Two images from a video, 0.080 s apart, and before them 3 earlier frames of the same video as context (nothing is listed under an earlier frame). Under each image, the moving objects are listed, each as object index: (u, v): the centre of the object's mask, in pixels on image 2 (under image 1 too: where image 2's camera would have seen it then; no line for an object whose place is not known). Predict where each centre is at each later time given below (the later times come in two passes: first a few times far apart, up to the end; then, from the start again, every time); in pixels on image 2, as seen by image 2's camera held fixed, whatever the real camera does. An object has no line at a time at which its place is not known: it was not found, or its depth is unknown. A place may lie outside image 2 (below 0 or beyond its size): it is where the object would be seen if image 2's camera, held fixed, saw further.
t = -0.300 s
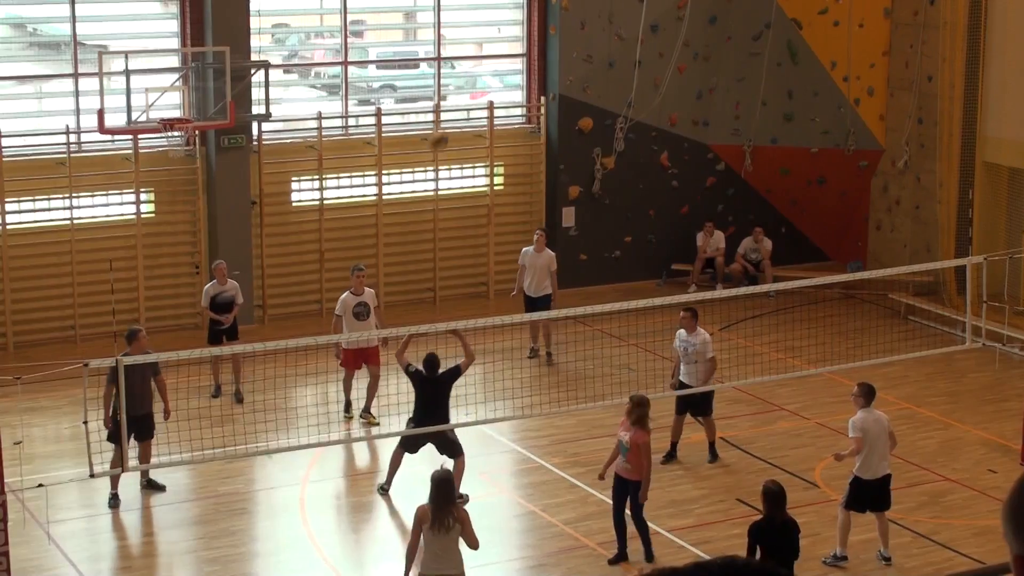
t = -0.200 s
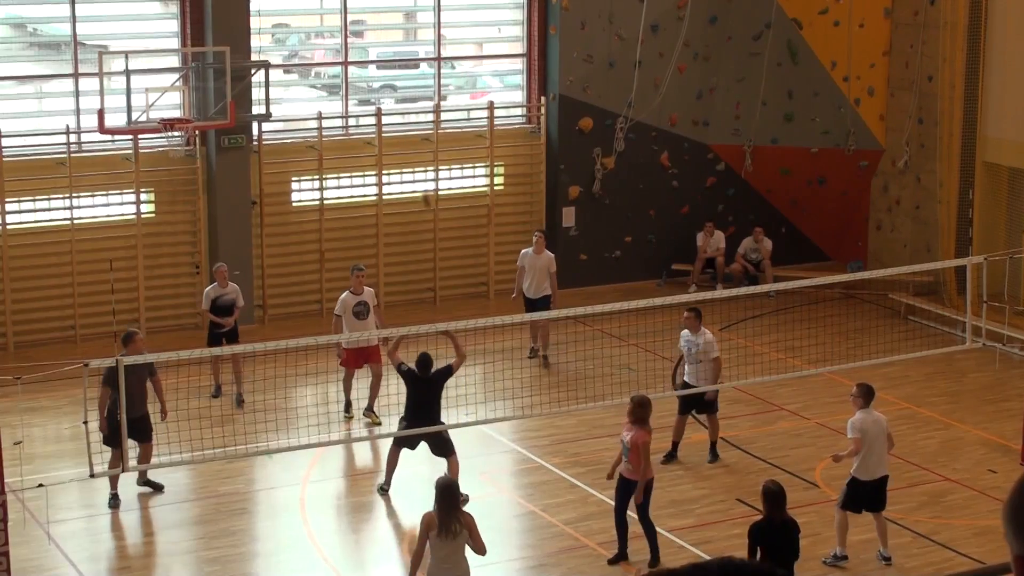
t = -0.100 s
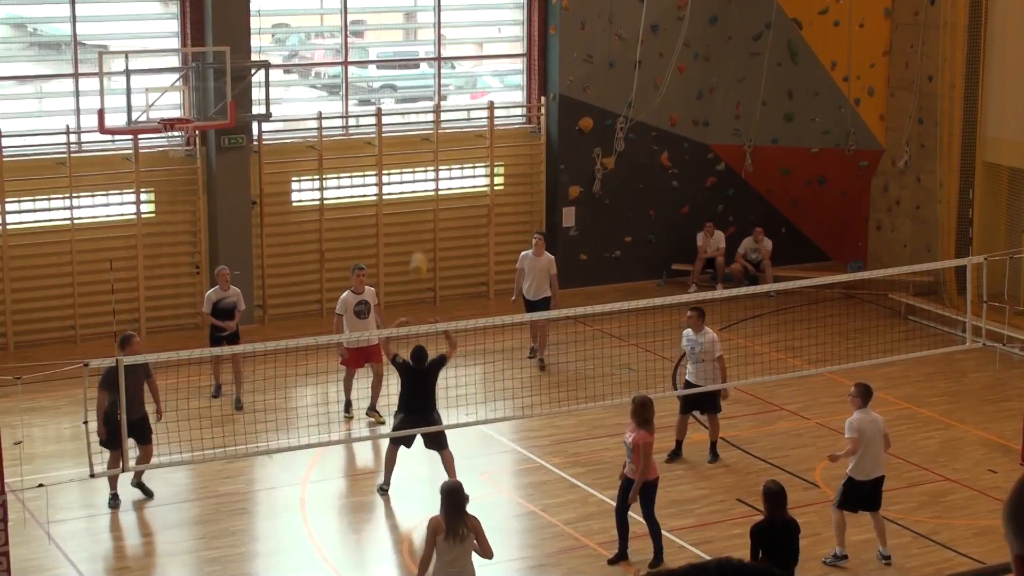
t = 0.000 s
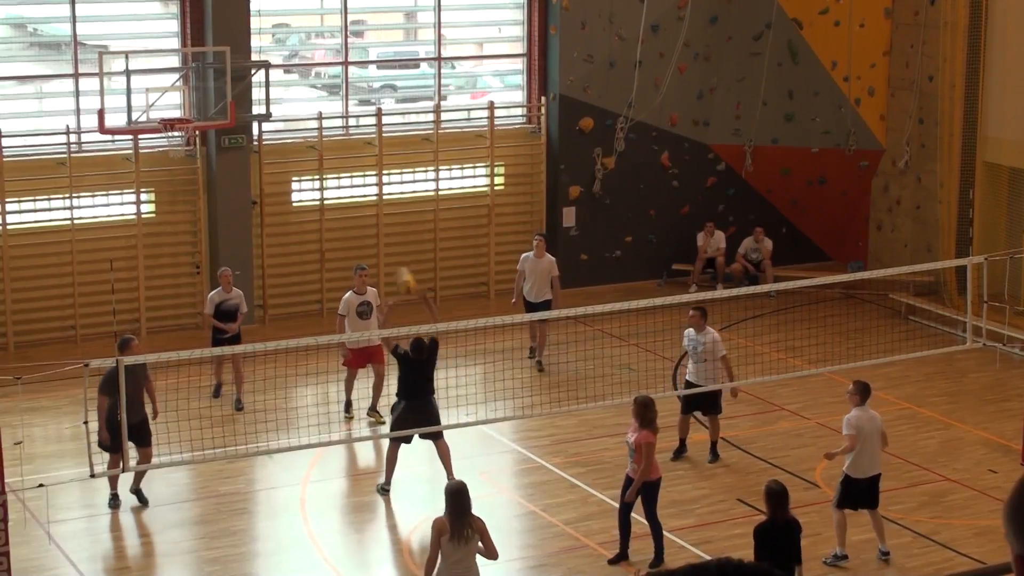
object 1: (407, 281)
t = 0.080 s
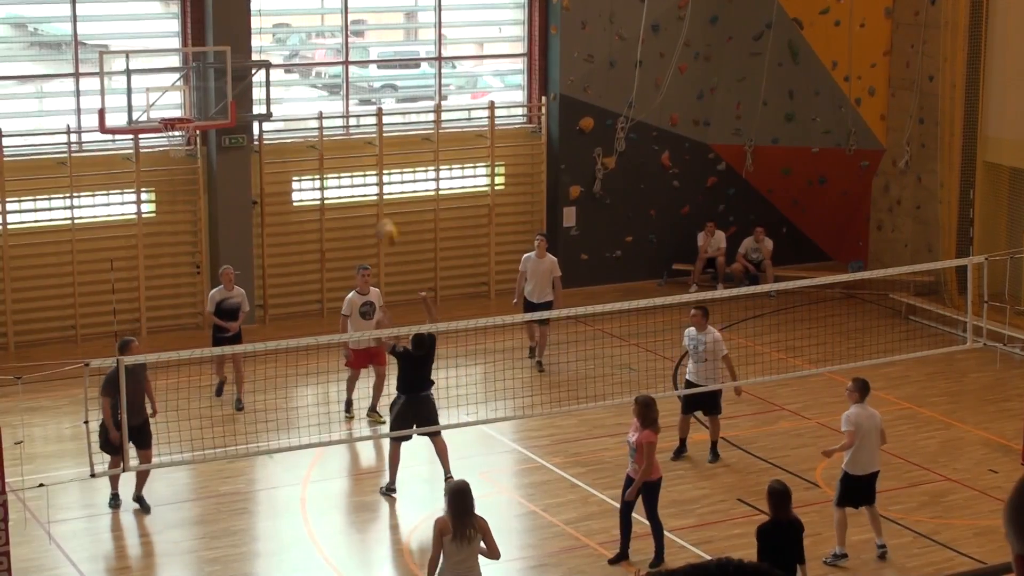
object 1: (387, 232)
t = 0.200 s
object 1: (360, 169)
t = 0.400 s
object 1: (319, 97)
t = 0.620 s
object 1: (271, 62)
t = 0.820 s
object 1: (230, 70)
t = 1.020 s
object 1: (190, 122)
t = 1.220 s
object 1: (152, 213)
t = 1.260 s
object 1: (145, 231)
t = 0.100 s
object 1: (383, 221)
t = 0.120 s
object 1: (378, 211)
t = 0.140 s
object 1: (375, 204)
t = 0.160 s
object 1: (370, 191)
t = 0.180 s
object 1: (366, 181)
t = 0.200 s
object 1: (360, 169)
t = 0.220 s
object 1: (356, 161)
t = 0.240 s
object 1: (352, 153)
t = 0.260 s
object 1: (348, 147)
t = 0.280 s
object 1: (344, 138)
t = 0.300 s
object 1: (339, 130)
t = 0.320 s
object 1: (335, 124)
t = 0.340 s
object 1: (331, 116)
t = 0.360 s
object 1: (327, 110)
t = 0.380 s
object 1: (322, 103)
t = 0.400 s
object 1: (319, 97)
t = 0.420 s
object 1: (314, 93)
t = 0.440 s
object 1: (310, 87)
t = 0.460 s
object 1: (305, 83)
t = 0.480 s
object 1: (301, 79)
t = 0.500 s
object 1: (297, 76)
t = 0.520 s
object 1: (293, 72)
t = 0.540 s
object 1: (289, 69)
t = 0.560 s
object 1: (284, 67)
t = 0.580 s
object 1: (280, 65)
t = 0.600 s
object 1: (276, 63)
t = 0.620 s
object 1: (271, 62)
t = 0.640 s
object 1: (267, 61)
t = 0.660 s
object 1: (263, 61)
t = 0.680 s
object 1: (259, 61)
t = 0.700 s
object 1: (255, 61)
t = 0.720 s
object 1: (251, 61)
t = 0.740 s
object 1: (246, 62)
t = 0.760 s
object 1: (242, 63)
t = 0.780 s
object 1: (239, 66)
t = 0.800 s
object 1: (234, 68)
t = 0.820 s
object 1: (230, 70)
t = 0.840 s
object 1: (226, 74)
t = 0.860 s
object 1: (221, 77)
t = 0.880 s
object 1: (217, 81)
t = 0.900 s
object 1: (214, 85)
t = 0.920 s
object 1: (209, 90)
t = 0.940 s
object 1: (205, 96)
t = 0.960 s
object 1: (201, 101)
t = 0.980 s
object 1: (198, 108)
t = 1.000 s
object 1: (194, 114)
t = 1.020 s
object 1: (190, 122)
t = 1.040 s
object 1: (184, 127)
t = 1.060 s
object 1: (182, 135)
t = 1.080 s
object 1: (177, 144)
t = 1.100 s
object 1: (174, 154)
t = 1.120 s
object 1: (171, 160)
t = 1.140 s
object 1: (166, 169)
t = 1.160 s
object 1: (163, 180)
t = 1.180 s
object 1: (159, 189)
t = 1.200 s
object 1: (157, 200)
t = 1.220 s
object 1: (152, 213)
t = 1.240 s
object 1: (148, 224)
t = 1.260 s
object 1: (145, 231)
